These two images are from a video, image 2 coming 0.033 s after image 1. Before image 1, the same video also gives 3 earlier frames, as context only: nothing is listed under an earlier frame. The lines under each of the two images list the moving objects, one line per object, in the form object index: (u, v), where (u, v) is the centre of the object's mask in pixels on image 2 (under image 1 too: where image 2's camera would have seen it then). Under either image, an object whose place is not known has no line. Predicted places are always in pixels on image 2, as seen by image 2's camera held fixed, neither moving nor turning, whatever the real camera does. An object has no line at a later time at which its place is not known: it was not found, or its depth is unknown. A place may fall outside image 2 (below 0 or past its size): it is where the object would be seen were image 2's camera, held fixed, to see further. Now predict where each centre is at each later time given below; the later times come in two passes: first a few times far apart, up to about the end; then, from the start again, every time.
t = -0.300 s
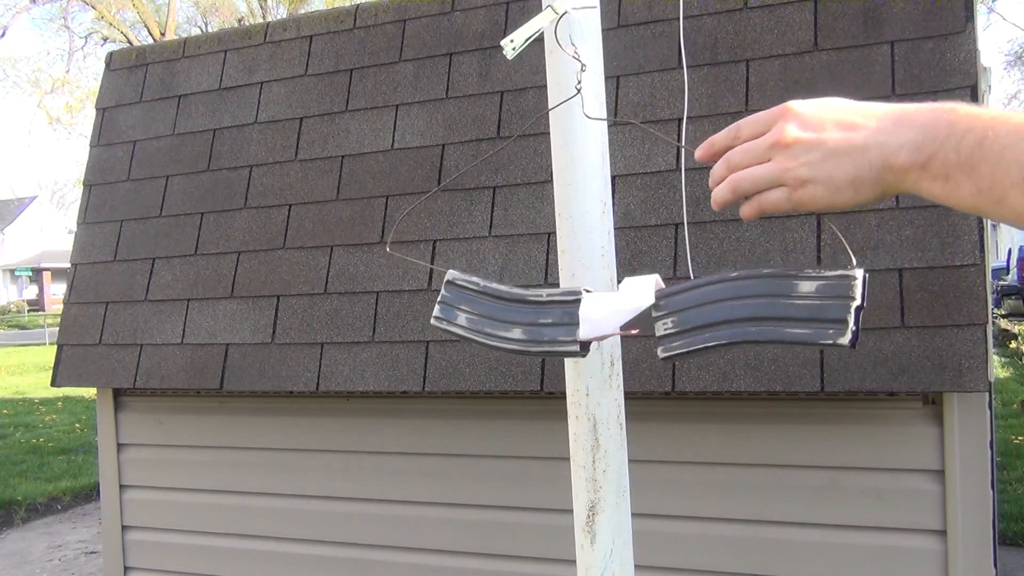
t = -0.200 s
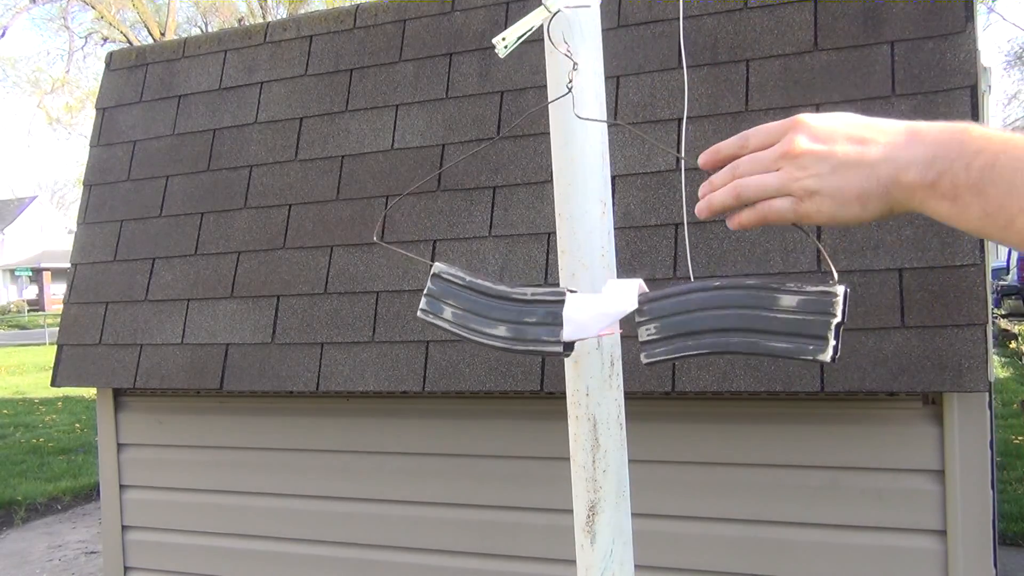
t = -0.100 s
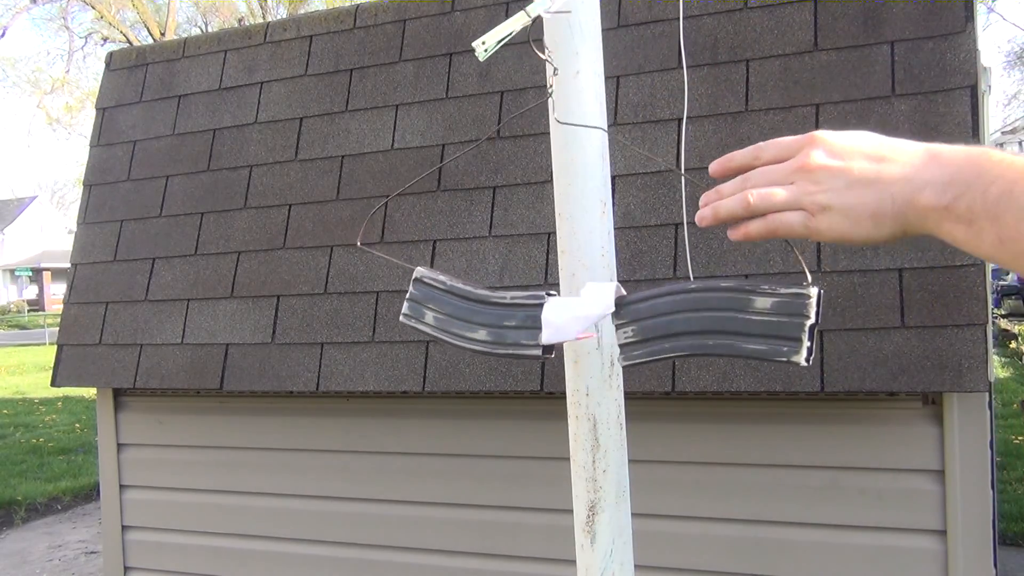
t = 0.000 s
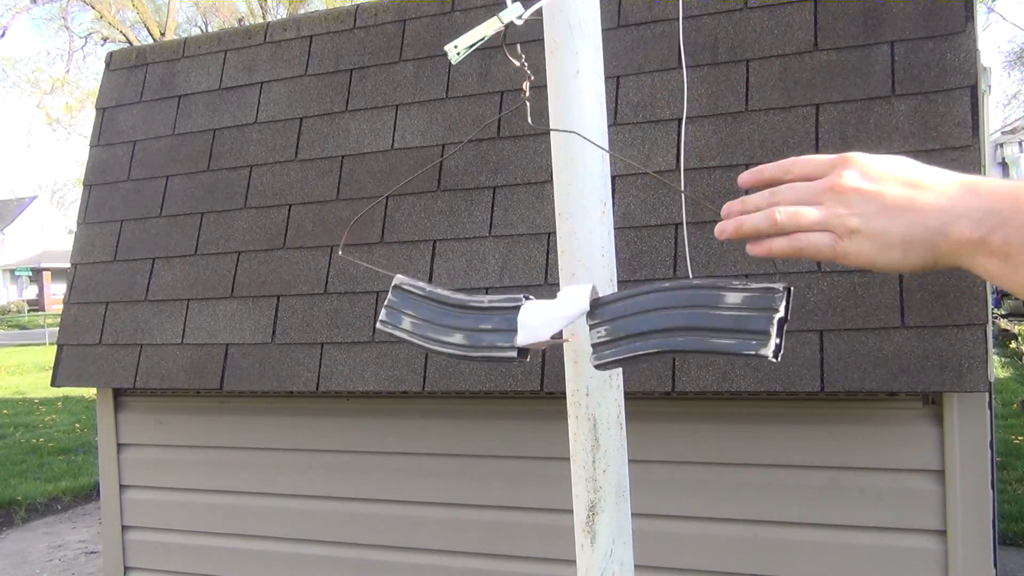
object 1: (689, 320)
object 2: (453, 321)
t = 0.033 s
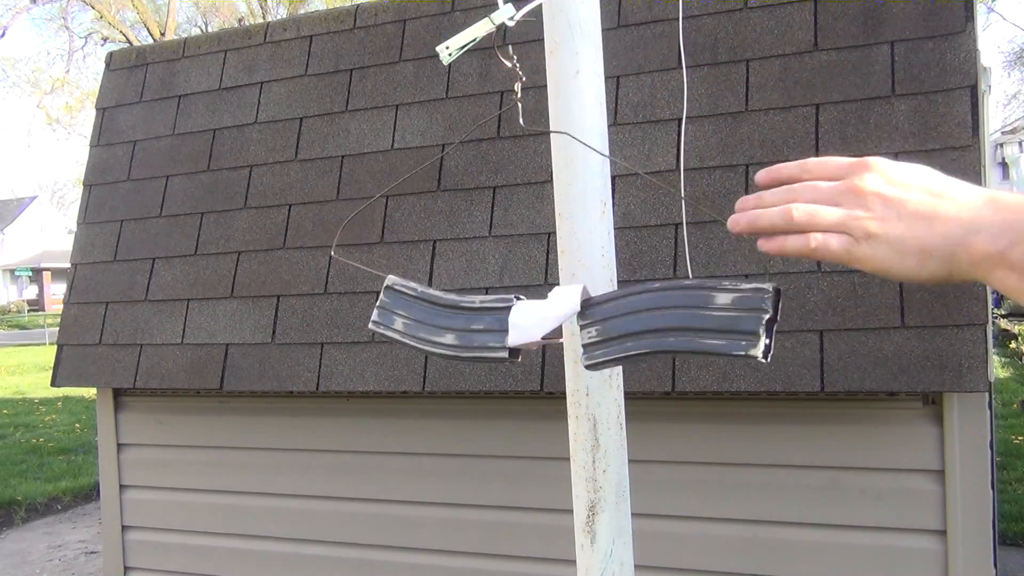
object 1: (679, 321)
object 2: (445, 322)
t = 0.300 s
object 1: (602, 349)
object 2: (375, 309)
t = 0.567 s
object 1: (556, 343)
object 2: (330, 317)
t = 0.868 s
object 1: (577, 352)
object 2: (348, 316)
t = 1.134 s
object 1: (651, 330)
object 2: (419, 328)
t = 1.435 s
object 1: (719, 321)
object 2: (490, 323)
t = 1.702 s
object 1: (707, 325)
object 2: (497, 318)
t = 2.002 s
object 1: (624, 339)
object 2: (450, 316)
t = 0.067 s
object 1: (670, 323)
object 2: (437, 322)
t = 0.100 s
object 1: (660, 326)
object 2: (428, 321)
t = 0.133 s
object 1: (650, 331)
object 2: (419, 320)
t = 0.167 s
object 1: (640, 336)
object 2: (410, 317)
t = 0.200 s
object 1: (630, 340)
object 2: (401, 314)
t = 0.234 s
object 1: (620, 344)
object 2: (392, 312)
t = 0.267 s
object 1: (611, 347)
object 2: (383, 309)
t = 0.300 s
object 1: (602, 349)
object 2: (375, 309)
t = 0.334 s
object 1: (593, 350)
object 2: (367, 308)
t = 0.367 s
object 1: (586, 350)
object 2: (360, 309)
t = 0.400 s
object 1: (579, 349)
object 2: (352, 310)
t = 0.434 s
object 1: (573, 348)
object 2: (347, 313)
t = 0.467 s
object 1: (567, 346)
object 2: (341, 315)
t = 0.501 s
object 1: (562, 344)
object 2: (336, 316)
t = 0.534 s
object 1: (559, 343)
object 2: (333, 317)
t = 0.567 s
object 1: (556, 343)
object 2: (330, 317)
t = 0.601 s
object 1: (554, 344)
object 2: (327, 317)
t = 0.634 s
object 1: (553, 346)
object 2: (327, 317)
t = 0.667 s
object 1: (553, 349)
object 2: (327, 315)
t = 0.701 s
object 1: (554, 352)
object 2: (328, 315)
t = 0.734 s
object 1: (557, 354)
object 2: (330, 313)
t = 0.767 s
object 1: (560, 355)
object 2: (334, 313)
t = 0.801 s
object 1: (565, 355)
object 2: (338, 313)
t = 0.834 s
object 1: (571, 354)
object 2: (343, 314)
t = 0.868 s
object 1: (577, 352)
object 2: (348, 316)
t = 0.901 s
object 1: (585, 349)
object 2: (355, 318)
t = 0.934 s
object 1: (593, 345)
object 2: (363, 321)
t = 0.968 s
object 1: (602, 341)
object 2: (372, 324)
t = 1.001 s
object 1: (612, 337)
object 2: (380, 326)
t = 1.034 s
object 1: (622, 333)
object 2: (389, 328)
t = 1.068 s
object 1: (632, 331)
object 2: (400, 329)
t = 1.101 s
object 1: (642, 330)
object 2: (409, 329)
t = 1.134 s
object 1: (651, 330)
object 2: (419, 328)
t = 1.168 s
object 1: (661, 331)
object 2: (429, 327)
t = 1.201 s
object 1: (671, 332)
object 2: (438, 325)
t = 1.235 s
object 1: (681, 332)
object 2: (447, 323)
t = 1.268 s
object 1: (690, 332)
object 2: (456, 322)
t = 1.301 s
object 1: (697, 331)
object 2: (464, 321)
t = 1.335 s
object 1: (704, 329)
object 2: (471, 320)
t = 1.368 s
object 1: (710, 327)
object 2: (479, 320)
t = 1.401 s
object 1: (714, 324)
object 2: (484, 321)
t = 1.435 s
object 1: (719, 321)
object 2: (490, 323)
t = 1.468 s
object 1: (721, 318)
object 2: (494, 323)
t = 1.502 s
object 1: (722, 315)
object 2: (497, 324)
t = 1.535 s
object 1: (722, 314)
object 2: (500, 324)
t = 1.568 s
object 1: (721, 313)
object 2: (501, 323)
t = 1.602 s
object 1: (719, 315)
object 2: (502, 322)
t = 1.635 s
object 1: (716, 317)
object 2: (501, 321)
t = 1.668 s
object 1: (713, 320)
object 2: (500, 320)
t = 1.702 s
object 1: (707, 325)
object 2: (497, 318)
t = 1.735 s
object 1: (700, 329)
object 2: (495, 316)
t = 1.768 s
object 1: (693, 332)
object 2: (490, 314)
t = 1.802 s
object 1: (685, 335)
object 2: (486, 312)
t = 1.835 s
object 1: (676, 337)
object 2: (480, 312)
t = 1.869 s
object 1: (666, 339)
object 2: (475, 312)
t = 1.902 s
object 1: (656, 339)
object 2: (469, 312)
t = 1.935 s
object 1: (646, 339)
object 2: (462, 314)
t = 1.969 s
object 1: (635, 339)
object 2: (456, 315)
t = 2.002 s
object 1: (624, 339)
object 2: (450, 316)
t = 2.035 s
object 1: (613, 339)
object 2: (443, 316)
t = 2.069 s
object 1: (603, 340)
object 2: (436, 315)
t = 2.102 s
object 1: (593, 345)
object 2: (430, 317)
